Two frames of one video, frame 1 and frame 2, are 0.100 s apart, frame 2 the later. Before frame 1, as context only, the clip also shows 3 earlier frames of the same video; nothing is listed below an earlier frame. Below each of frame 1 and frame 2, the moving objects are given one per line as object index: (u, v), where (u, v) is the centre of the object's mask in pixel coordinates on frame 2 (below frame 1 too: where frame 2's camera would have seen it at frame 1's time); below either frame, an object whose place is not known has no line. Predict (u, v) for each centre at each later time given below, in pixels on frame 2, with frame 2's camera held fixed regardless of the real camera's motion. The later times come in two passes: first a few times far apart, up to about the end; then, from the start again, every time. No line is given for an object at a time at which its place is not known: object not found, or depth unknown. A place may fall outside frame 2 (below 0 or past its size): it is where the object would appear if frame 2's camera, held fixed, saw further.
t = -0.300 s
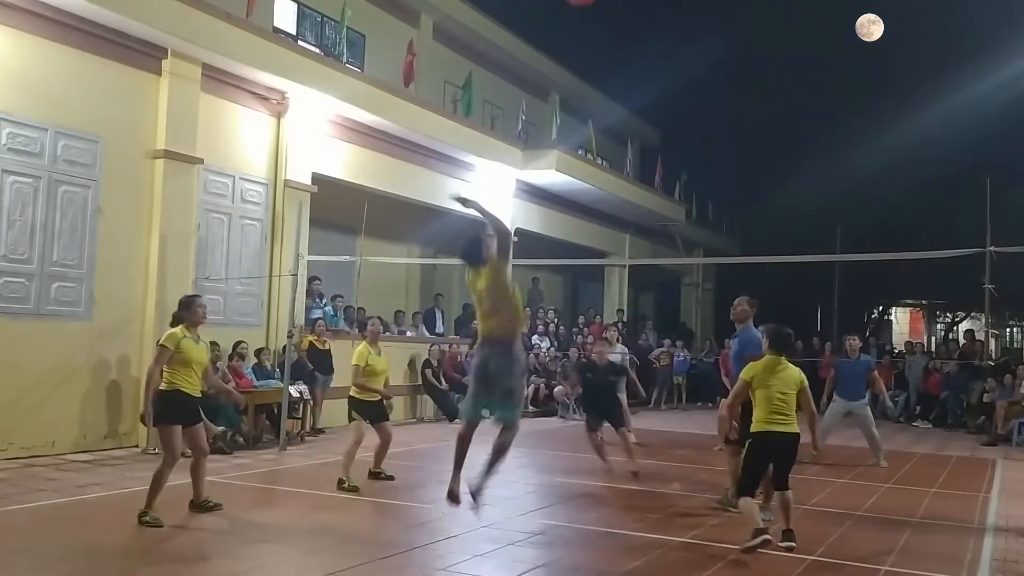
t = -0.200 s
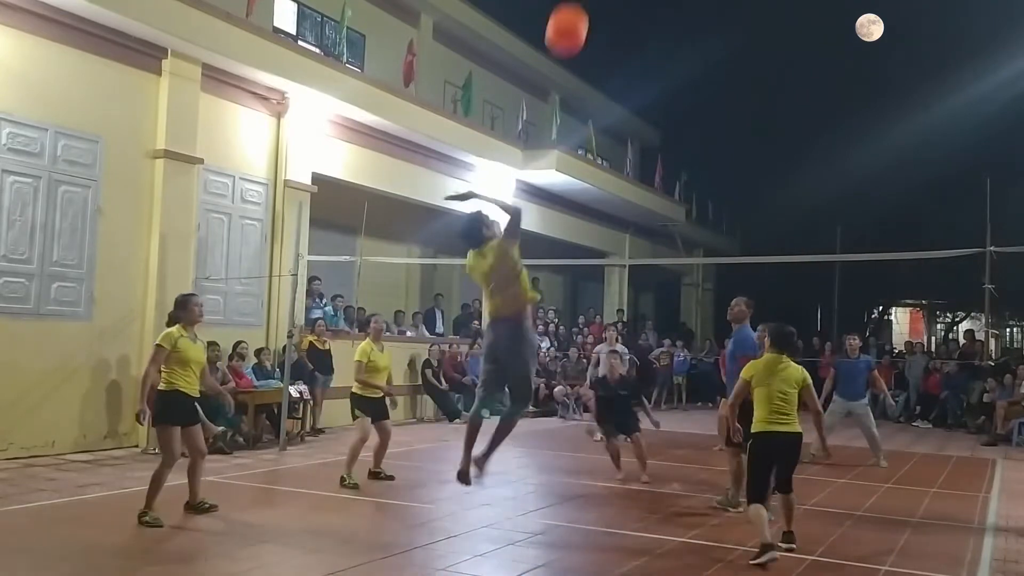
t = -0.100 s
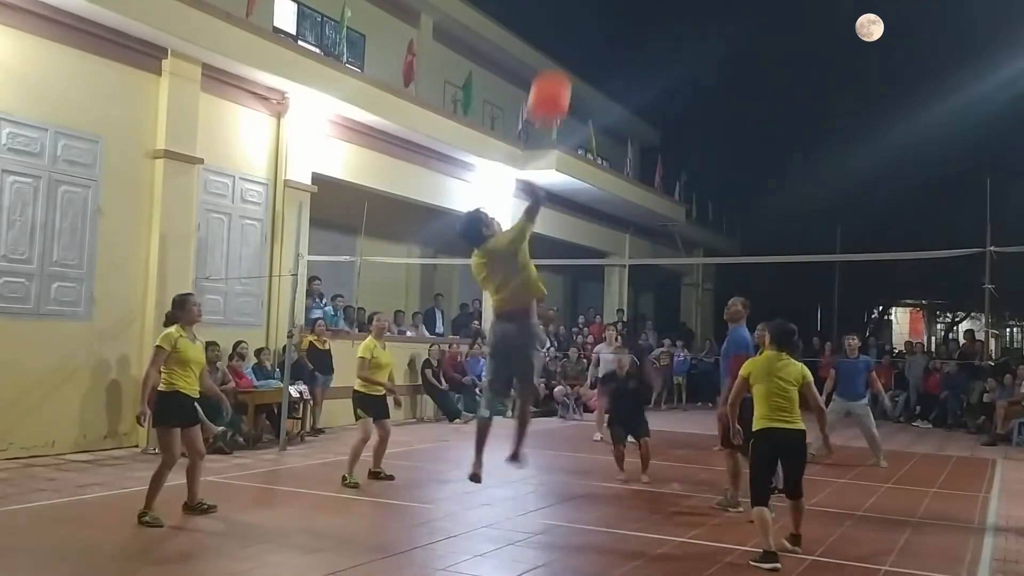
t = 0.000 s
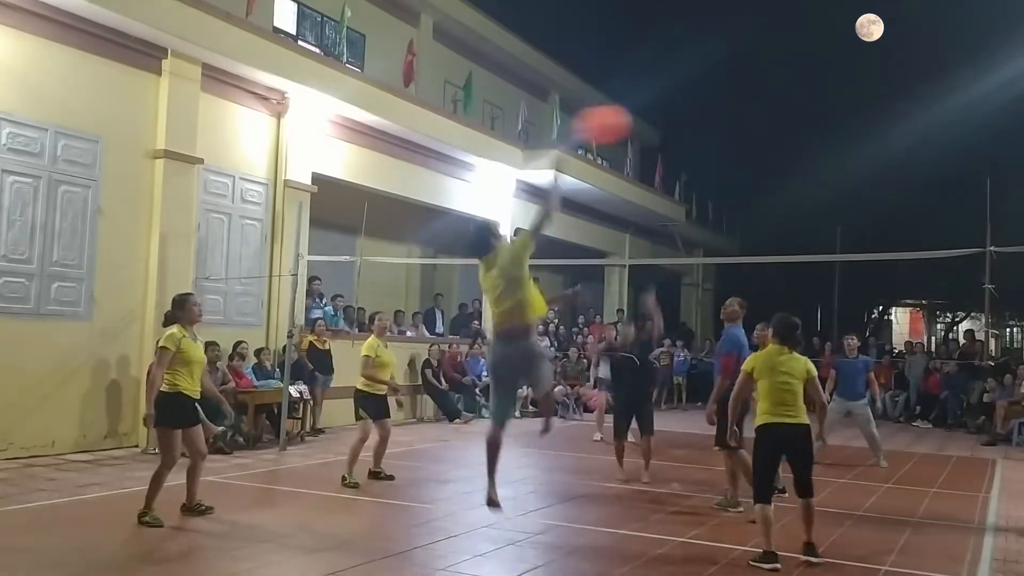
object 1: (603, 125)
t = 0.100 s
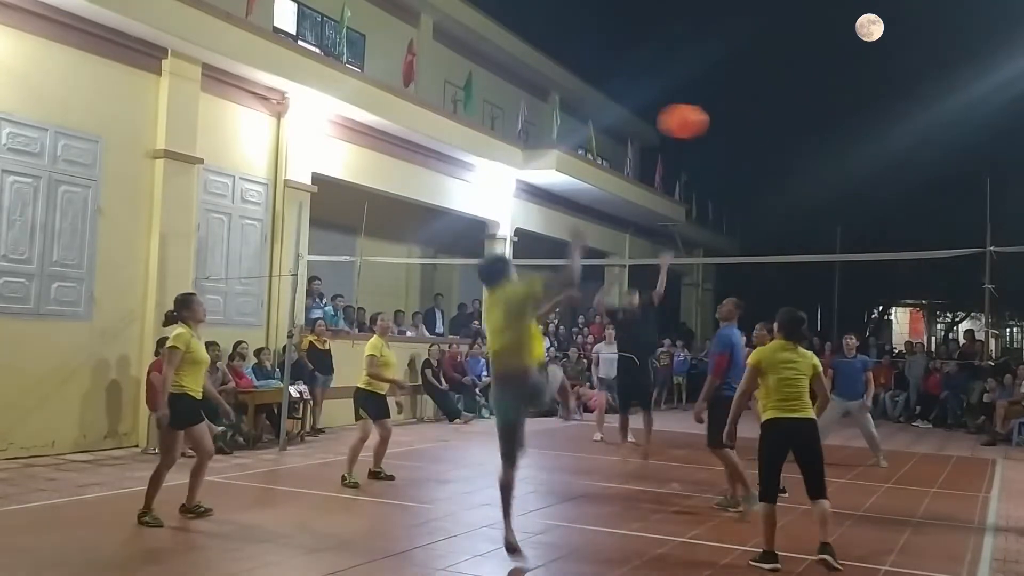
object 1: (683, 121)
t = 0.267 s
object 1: (780, 139)
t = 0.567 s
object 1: (875, 212)
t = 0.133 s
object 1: (706, 123)
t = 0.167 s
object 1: (726, 126)
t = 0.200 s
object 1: (746, 130)
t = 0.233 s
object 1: (764, 134)
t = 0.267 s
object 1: (780, 139)
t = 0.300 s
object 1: (795, 145)
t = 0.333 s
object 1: (808, 151)
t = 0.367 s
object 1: (821, 159)
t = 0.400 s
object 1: (832, 166)
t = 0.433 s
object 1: (842, 175)
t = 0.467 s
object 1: (852, 183)
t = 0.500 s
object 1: (860, 192)
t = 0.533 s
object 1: (868, 202)
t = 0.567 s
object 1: (875, 212)
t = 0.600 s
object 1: (882, 222)
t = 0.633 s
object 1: (888, 233)
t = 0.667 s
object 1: (894, 243)
